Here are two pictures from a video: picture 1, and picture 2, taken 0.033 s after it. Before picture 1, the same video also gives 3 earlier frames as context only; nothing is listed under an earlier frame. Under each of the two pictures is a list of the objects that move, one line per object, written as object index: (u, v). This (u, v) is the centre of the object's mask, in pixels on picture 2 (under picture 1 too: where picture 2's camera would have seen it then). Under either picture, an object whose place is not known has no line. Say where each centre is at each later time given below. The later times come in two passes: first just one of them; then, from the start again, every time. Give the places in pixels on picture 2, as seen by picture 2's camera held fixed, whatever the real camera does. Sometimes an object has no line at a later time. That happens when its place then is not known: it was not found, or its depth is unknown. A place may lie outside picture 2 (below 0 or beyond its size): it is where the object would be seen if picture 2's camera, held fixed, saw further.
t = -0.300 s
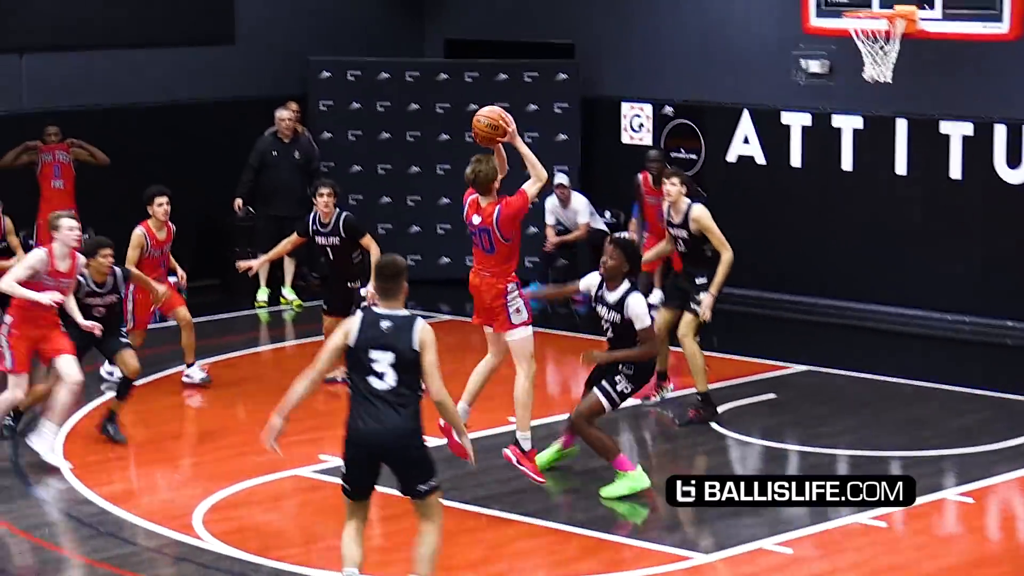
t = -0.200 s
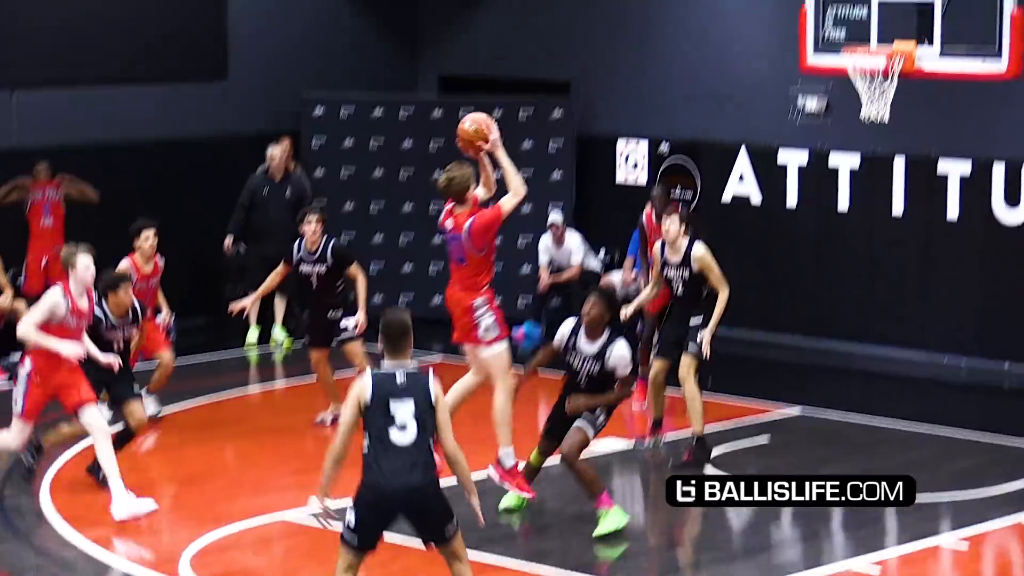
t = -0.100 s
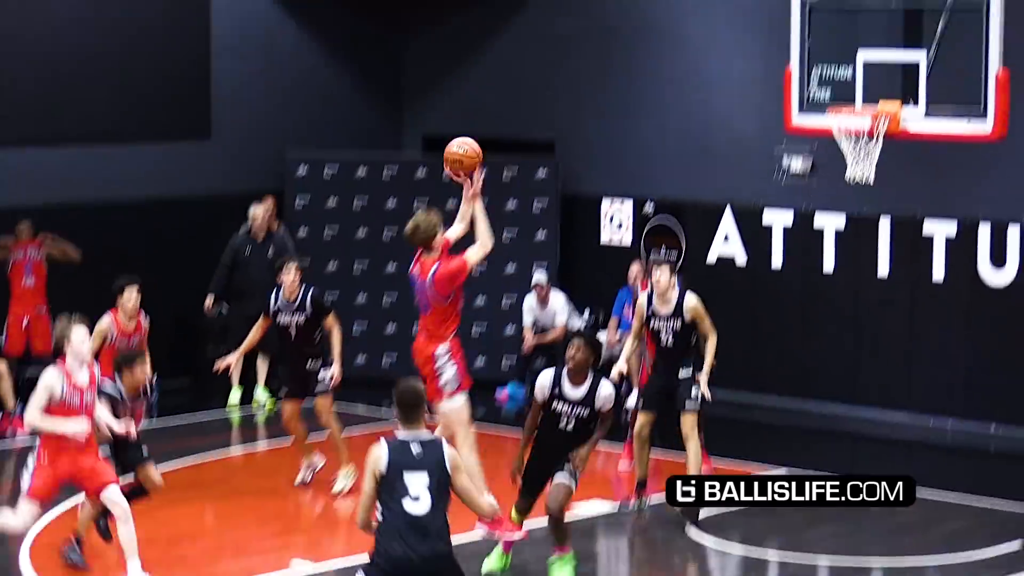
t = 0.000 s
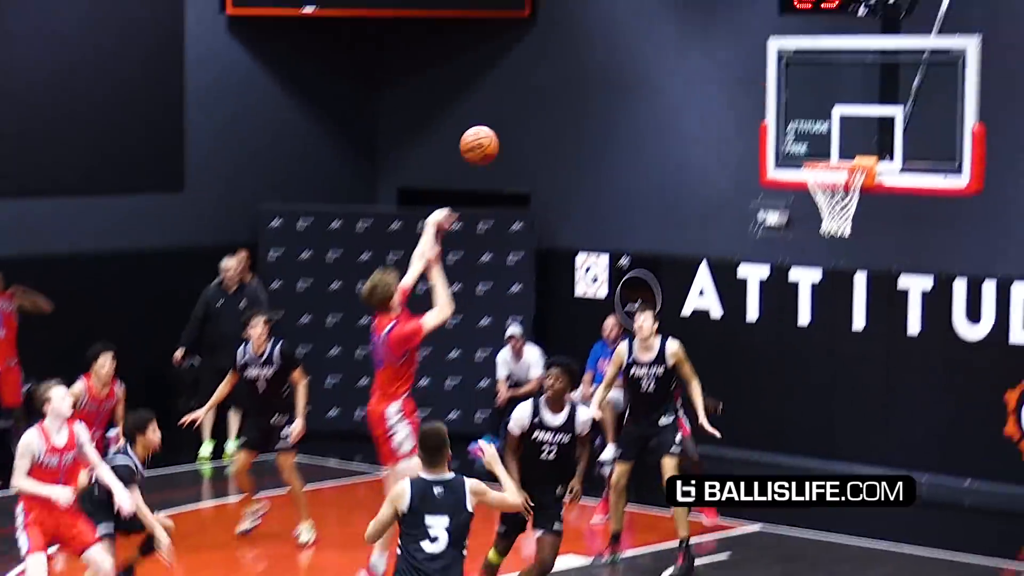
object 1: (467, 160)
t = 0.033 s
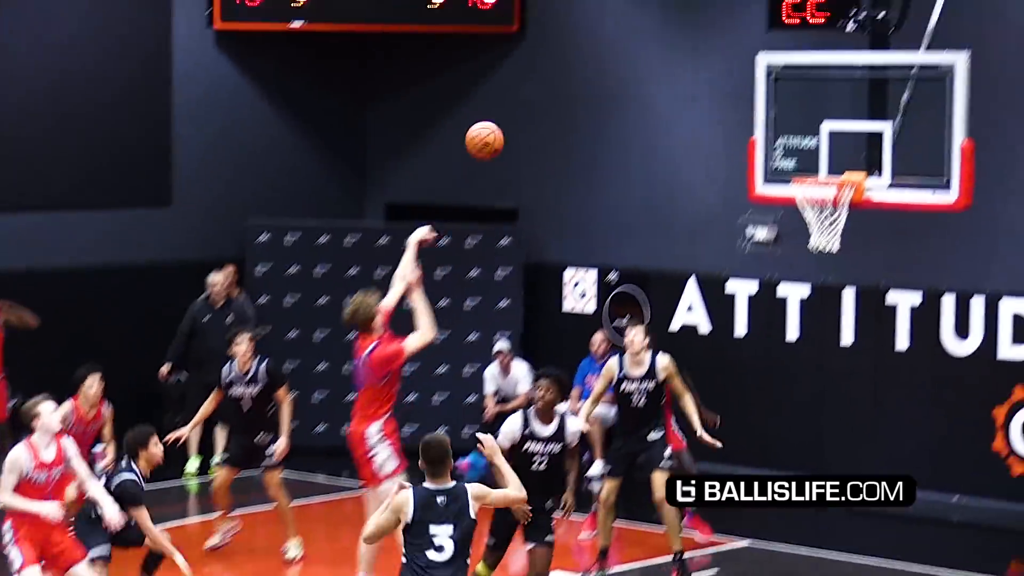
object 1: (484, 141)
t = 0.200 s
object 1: (565, 73)
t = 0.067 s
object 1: (501, 124)
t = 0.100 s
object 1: (518, 108)
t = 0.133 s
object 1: (534, 94)
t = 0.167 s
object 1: (550, 82)
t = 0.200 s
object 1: (565, 73)
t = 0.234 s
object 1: (580, 65)
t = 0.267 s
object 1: (596, 59)
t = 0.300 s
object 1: (610, 55)
